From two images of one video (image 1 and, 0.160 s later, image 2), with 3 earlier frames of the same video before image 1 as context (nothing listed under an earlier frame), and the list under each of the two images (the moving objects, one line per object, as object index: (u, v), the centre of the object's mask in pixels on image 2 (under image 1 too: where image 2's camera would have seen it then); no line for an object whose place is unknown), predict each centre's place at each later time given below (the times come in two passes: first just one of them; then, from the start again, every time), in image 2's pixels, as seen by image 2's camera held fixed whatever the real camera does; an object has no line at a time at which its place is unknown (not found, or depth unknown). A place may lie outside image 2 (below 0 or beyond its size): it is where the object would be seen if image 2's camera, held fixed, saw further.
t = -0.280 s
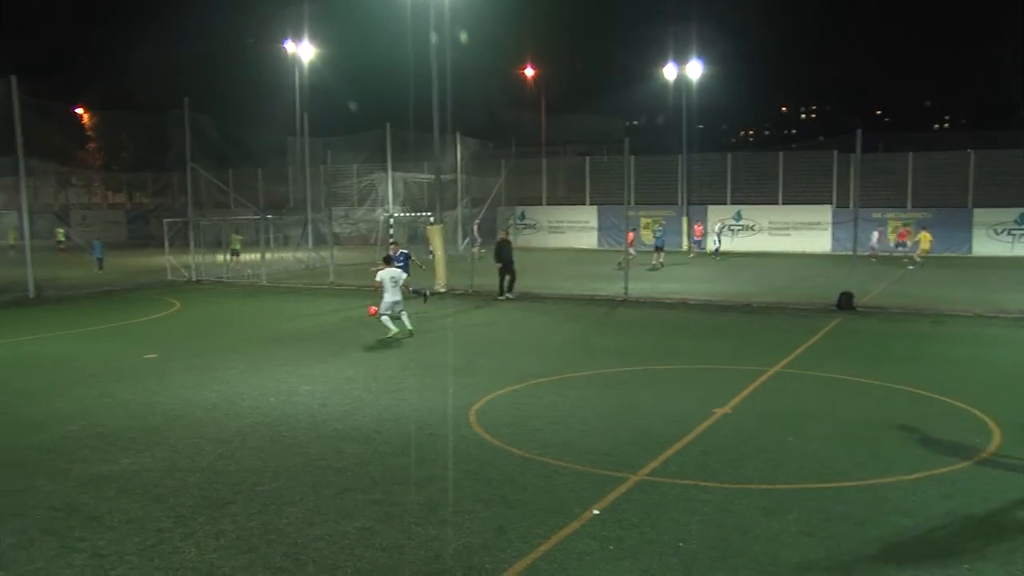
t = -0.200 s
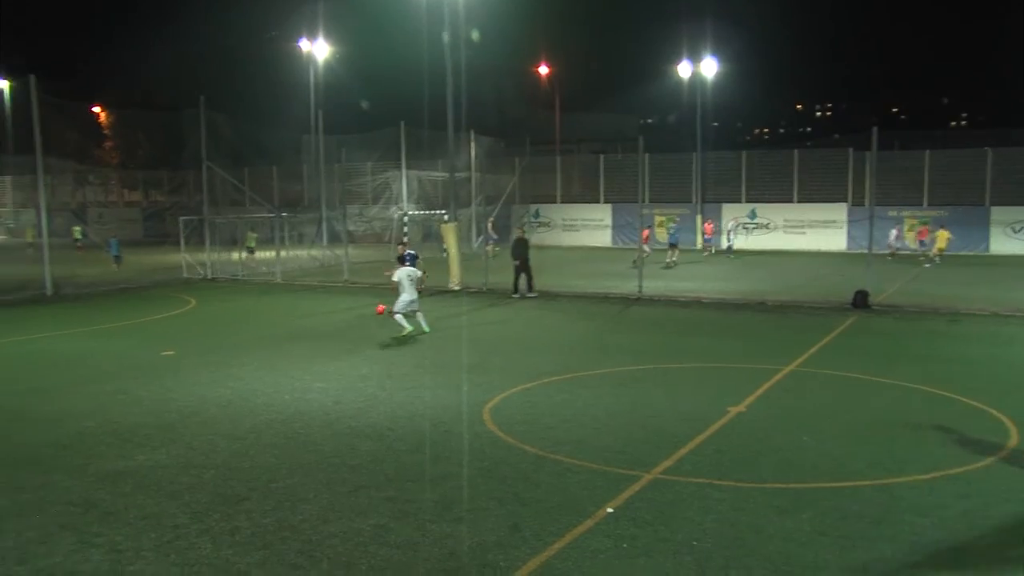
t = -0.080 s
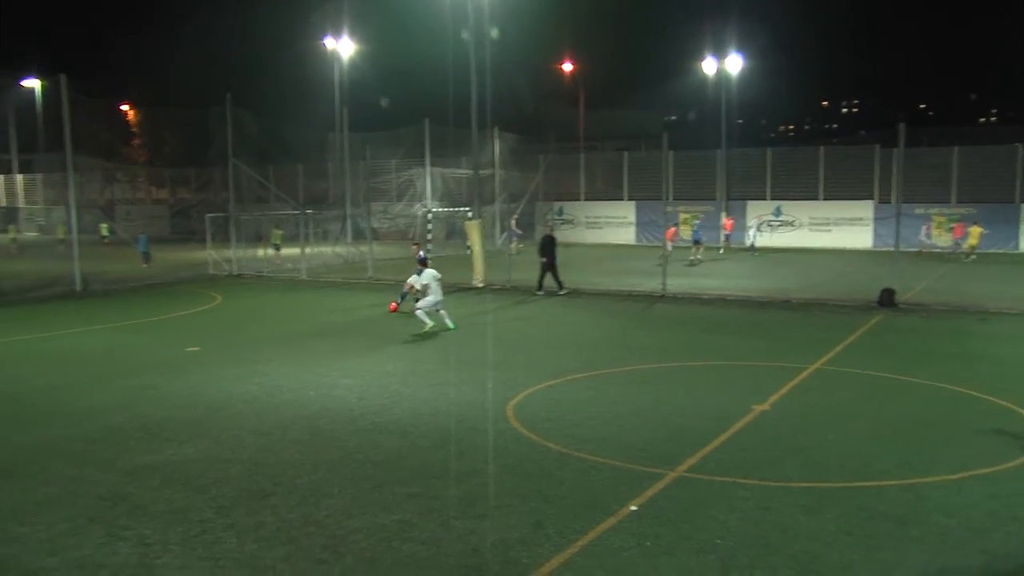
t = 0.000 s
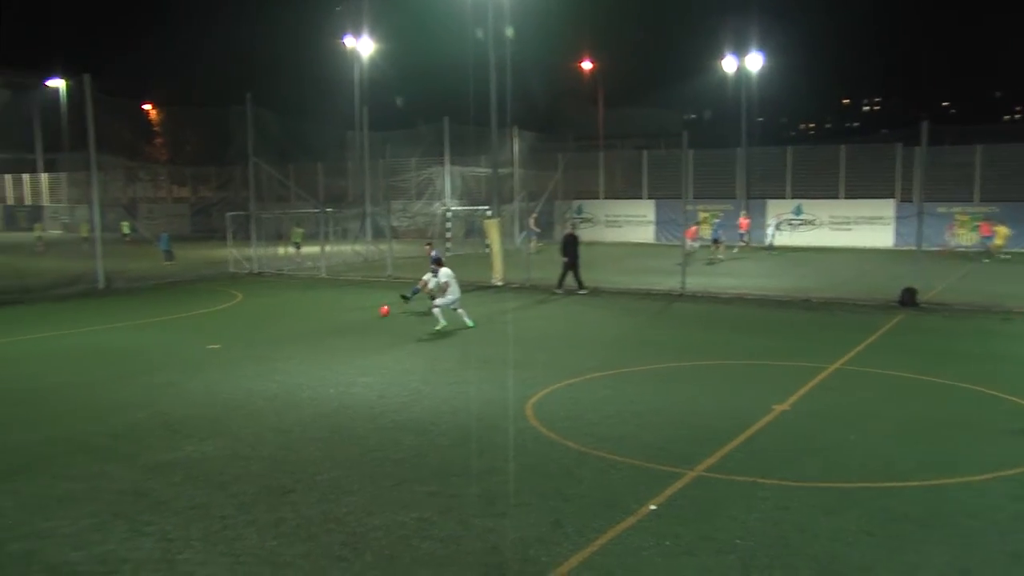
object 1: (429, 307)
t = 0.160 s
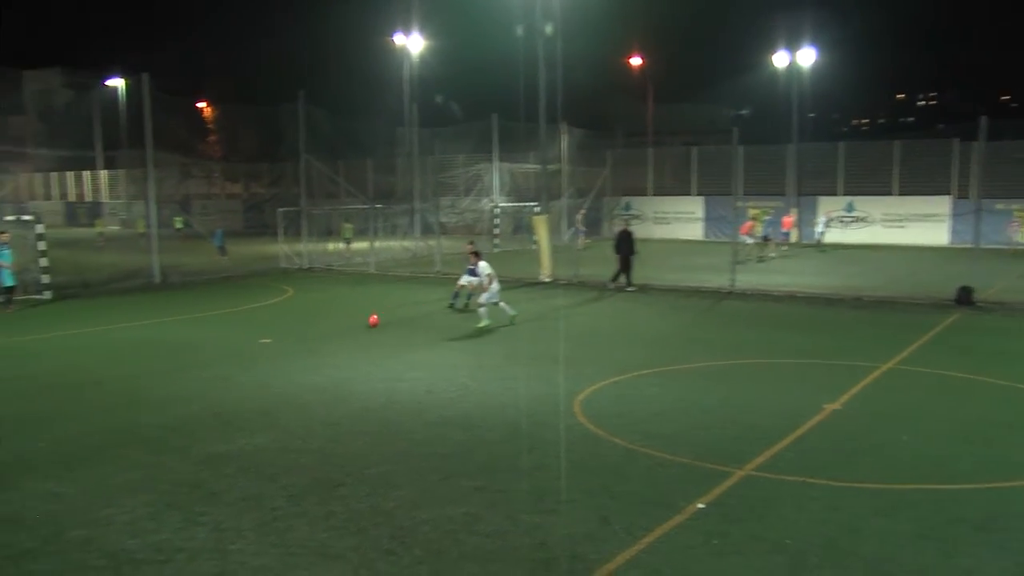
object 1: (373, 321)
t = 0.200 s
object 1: (358, 325)
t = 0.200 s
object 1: (358, 325)
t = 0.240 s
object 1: (342, 328)
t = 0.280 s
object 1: (326, 332)
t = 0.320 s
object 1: (310, 336)
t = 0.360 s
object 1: (293, 341)
